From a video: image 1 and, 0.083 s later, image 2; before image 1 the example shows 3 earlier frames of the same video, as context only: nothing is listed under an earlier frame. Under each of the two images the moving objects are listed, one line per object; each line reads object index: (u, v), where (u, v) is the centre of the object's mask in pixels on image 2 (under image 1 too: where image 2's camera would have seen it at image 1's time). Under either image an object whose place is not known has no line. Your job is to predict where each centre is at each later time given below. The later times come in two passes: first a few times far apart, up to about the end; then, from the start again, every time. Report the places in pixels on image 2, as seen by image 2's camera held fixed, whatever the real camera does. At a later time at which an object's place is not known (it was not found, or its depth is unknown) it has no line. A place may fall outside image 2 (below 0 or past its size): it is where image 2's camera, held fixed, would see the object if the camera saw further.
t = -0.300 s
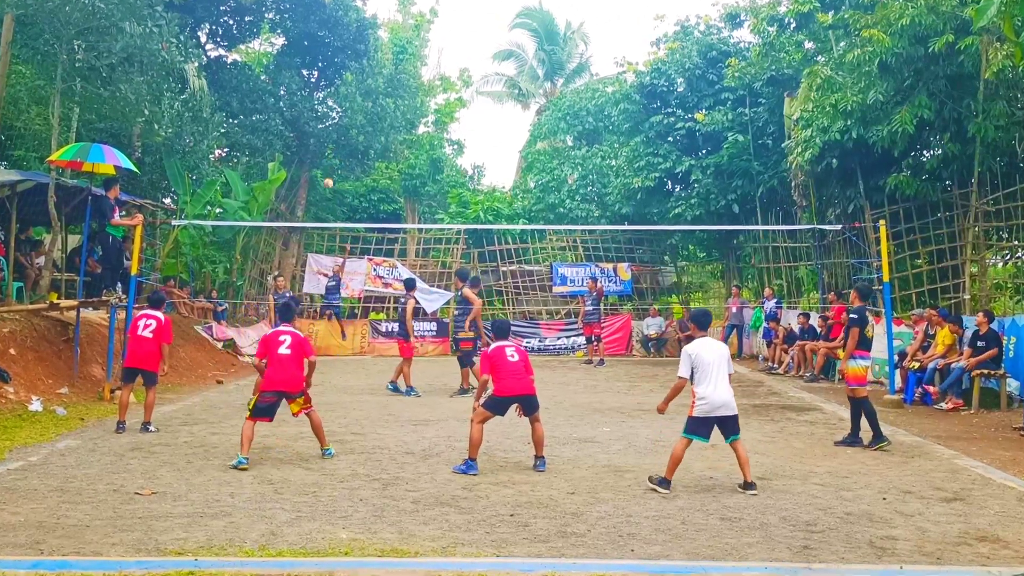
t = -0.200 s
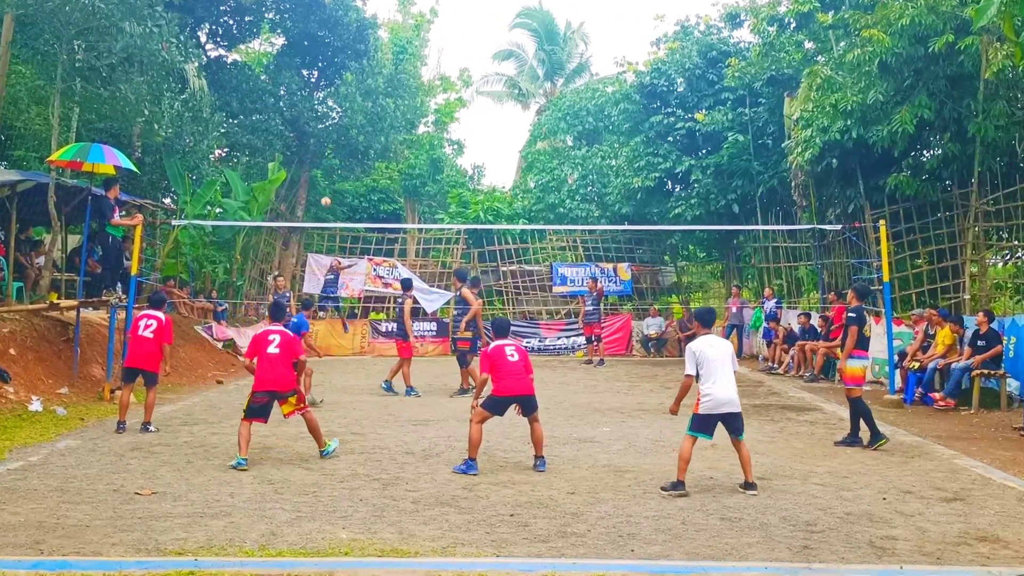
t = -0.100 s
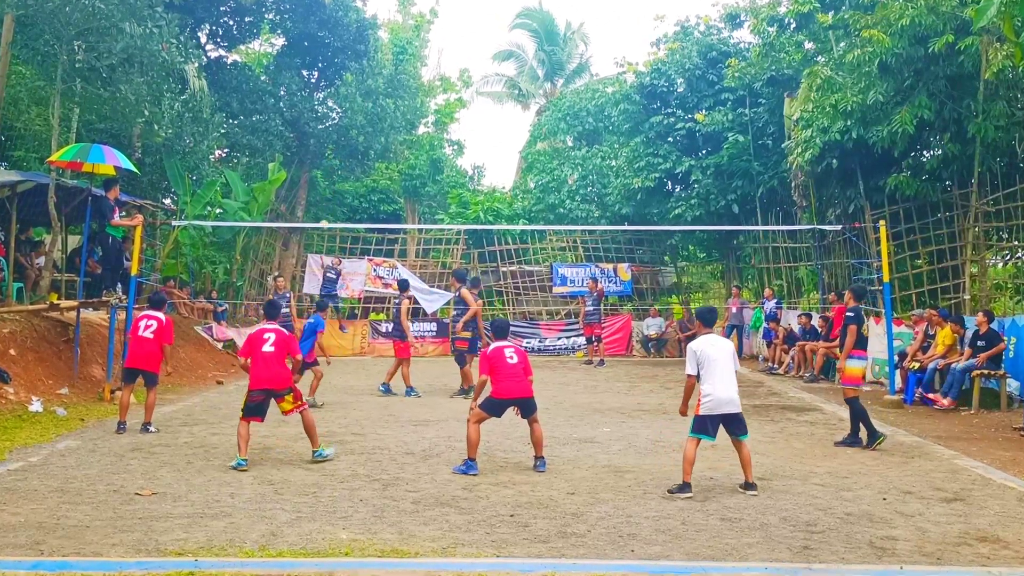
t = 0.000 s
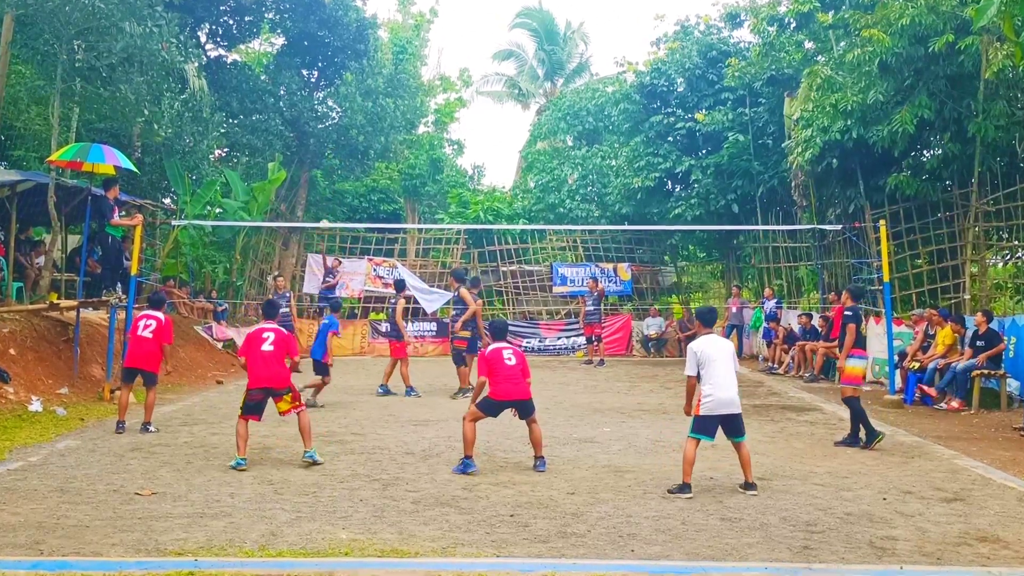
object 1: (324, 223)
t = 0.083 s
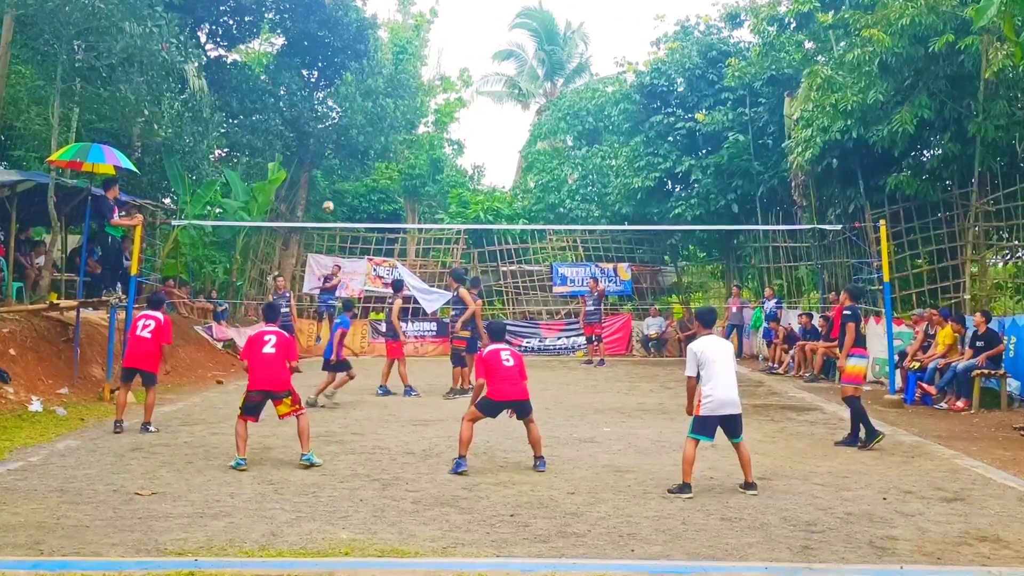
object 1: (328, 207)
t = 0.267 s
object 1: (339, 180)
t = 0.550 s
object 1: (373, 194)
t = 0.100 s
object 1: (329, 203)
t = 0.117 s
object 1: (330, 200)
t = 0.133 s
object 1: (331, 197)
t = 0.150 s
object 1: (332, 194)
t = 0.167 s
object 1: (333, 192)
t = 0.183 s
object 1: (334, 190)
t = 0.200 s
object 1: (334, 188)
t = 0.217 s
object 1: (335, 185)
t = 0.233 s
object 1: (336, 183)
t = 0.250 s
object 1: (338, 181)
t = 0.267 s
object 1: (339, 180)
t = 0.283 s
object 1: (341, 179)
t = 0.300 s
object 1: (342, 178)
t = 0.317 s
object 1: (344, 177)
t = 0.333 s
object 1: (346, 176)
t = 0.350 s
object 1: (347, 175)
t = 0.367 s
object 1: (349, 175)
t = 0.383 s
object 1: (351, 175)
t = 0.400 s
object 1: (353, 175)
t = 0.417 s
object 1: (355, 179)
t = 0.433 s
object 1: (357, 181)
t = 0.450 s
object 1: (358, 184)
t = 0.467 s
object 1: (359, 184)
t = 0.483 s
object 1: (362, 184)
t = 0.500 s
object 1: (364, 186)
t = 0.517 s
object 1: (367, 188)
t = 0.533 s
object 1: (369, 191)
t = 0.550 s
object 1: (373, 194)
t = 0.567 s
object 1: (376, 198)
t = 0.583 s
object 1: (379, 202)
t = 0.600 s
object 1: (382, 207)
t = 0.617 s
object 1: (386, 212)
